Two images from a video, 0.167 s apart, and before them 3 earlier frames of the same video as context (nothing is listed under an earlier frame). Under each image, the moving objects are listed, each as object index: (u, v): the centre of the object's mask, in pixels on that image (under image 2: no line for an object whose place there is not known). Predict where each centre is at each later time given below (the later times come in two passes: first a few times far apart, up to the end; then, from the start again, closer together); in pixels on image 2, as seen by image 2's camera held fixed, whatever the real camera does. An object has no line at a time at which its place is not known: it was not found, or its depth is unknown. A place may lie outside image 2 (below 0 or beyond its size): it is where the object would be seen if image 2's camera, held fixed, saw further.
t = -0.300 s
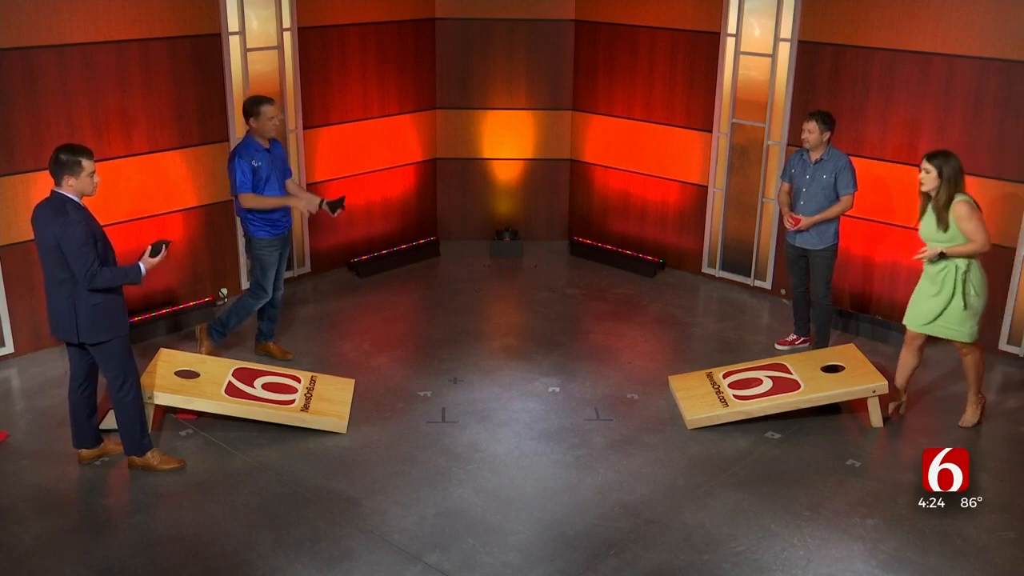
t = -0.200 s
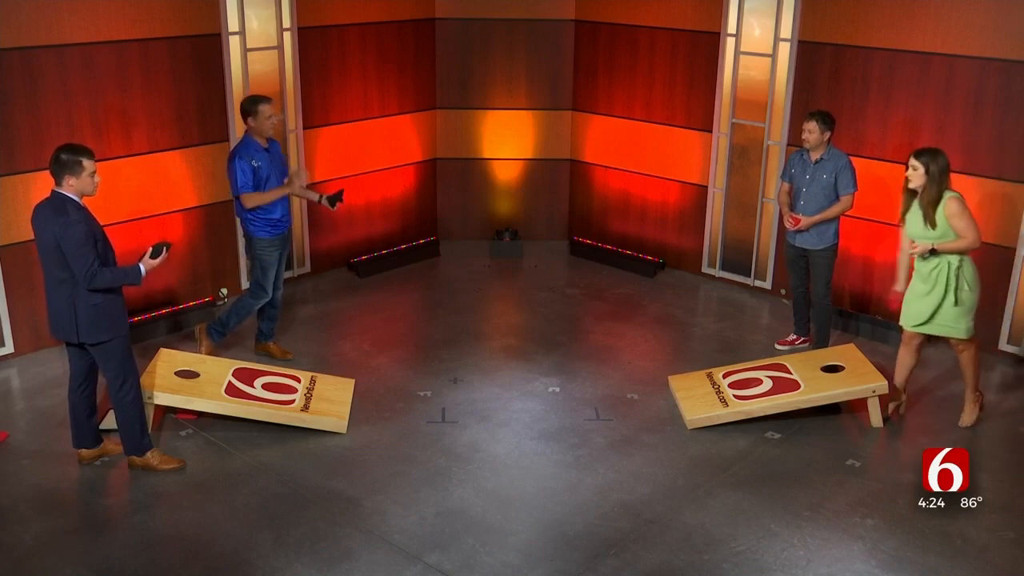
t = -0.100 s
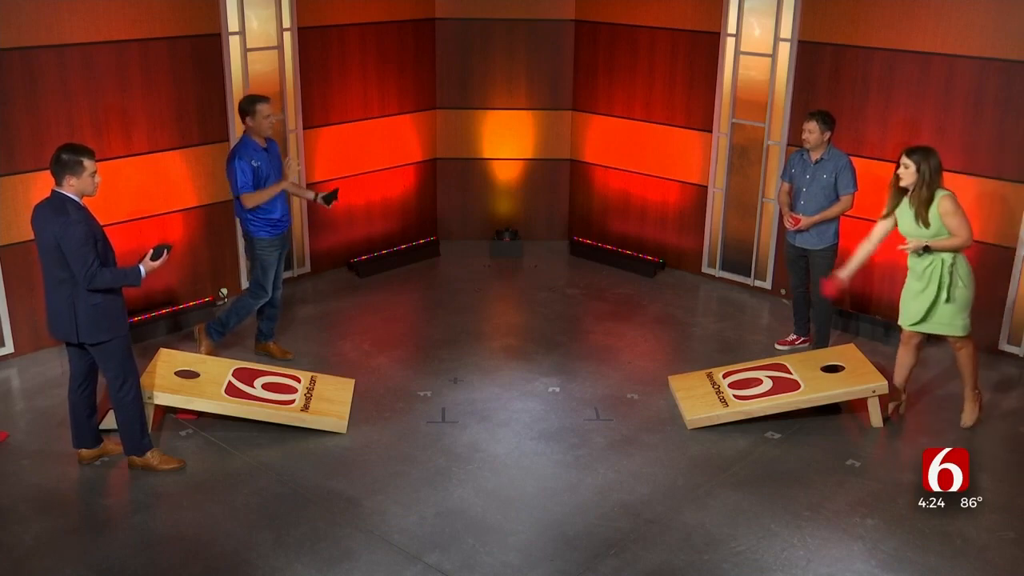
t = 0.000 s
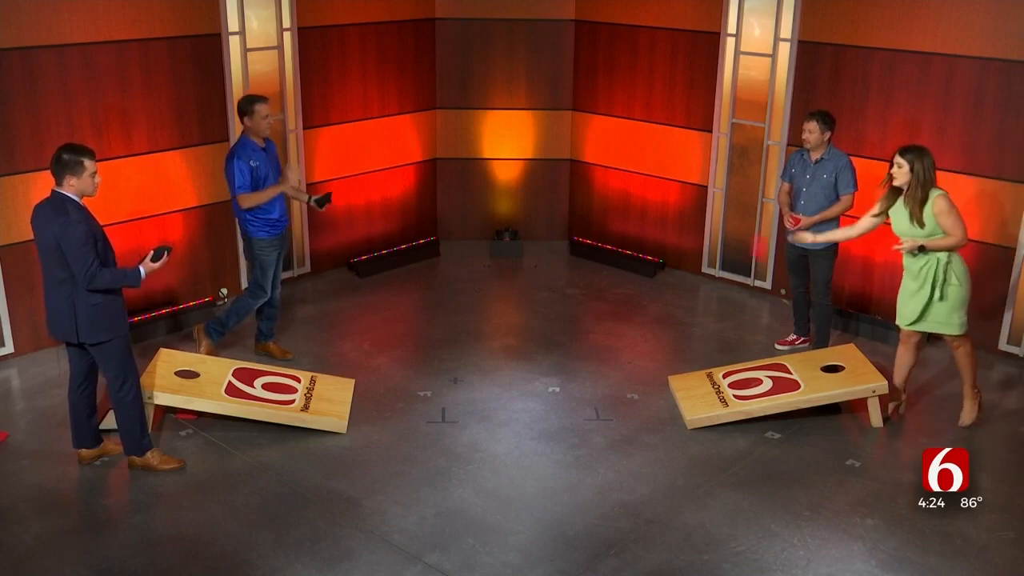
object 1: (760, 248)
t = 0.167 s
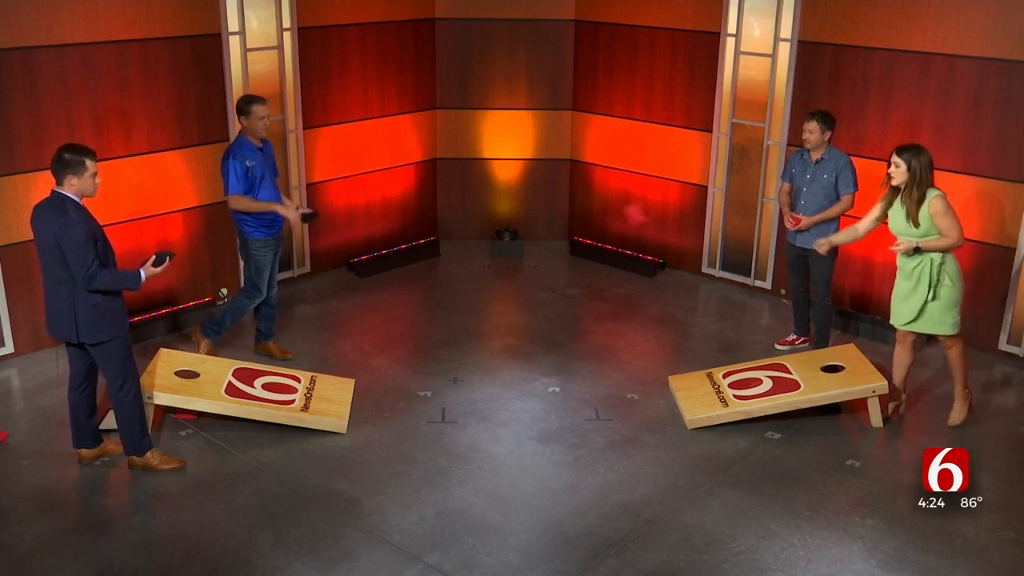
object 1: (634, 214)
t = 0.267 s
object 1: (559, 215)
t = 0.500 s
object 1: (381, 279)
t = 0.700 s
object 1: (250, 374)
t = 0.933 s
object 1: (191, 361)
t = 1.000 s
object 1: (183, 359)
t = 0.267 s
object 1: (559, 215)
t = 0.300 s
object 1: (533, 219)
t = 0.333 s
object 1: (507, 226)
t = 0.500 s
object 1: (381, 279)
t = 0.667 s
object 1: (263, 375)
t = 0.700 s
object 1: (250, 374)
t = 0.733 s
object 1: (243, 373)
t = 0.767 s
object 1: (229, 367)
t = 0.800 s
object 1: (219, 366)
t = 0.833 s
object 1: (211, 364)
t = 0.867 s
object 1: (204, 363)
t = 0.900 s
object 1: (197, 362)
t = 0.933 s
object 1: (191, 361)
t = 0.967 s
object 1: (186, 360)
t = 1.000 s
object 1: (183, 359)
